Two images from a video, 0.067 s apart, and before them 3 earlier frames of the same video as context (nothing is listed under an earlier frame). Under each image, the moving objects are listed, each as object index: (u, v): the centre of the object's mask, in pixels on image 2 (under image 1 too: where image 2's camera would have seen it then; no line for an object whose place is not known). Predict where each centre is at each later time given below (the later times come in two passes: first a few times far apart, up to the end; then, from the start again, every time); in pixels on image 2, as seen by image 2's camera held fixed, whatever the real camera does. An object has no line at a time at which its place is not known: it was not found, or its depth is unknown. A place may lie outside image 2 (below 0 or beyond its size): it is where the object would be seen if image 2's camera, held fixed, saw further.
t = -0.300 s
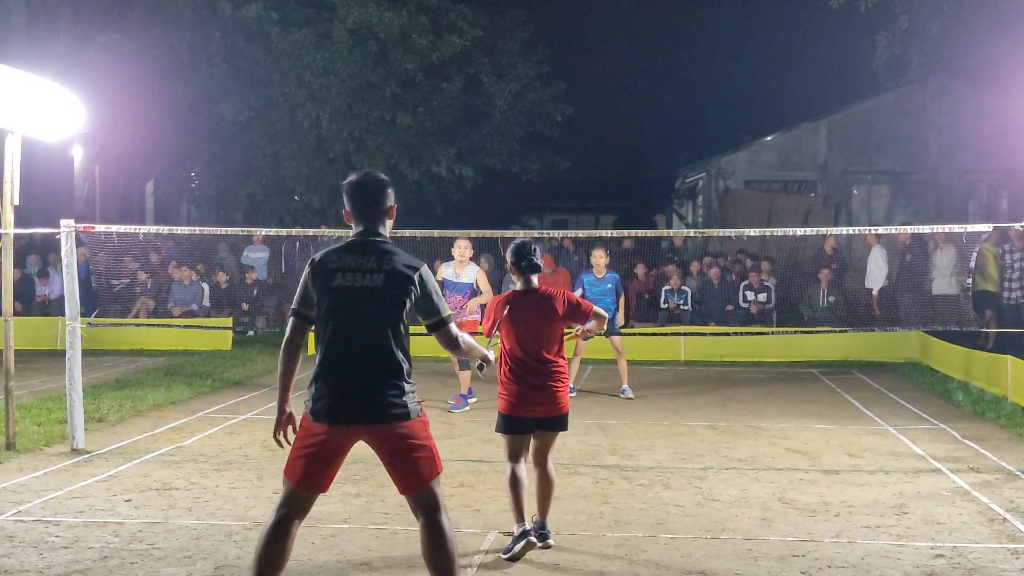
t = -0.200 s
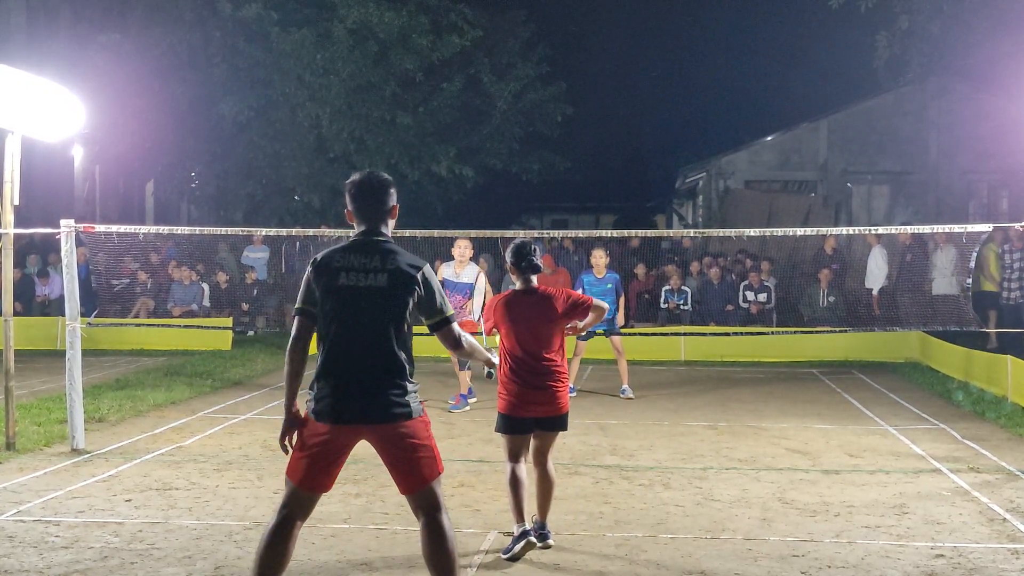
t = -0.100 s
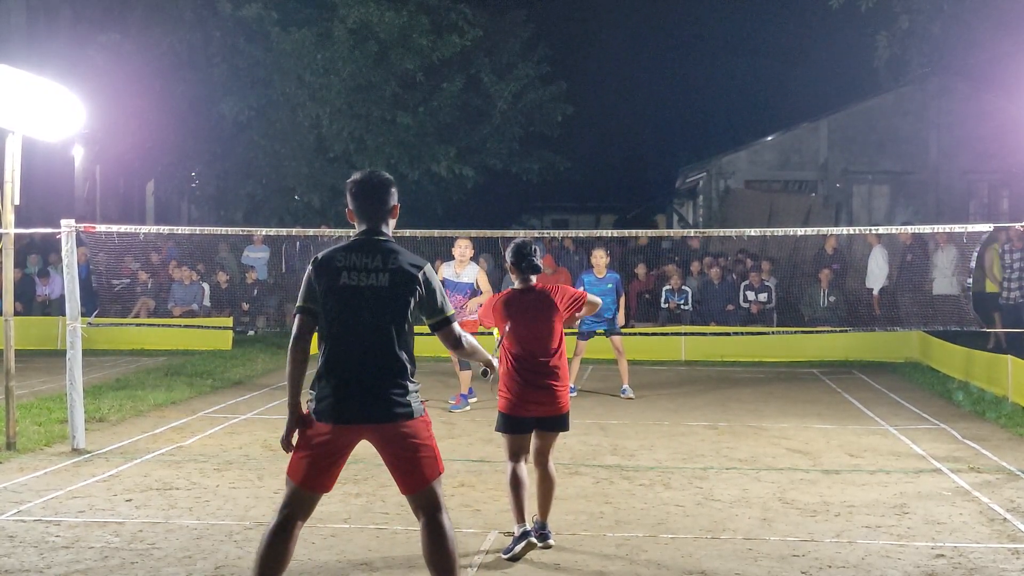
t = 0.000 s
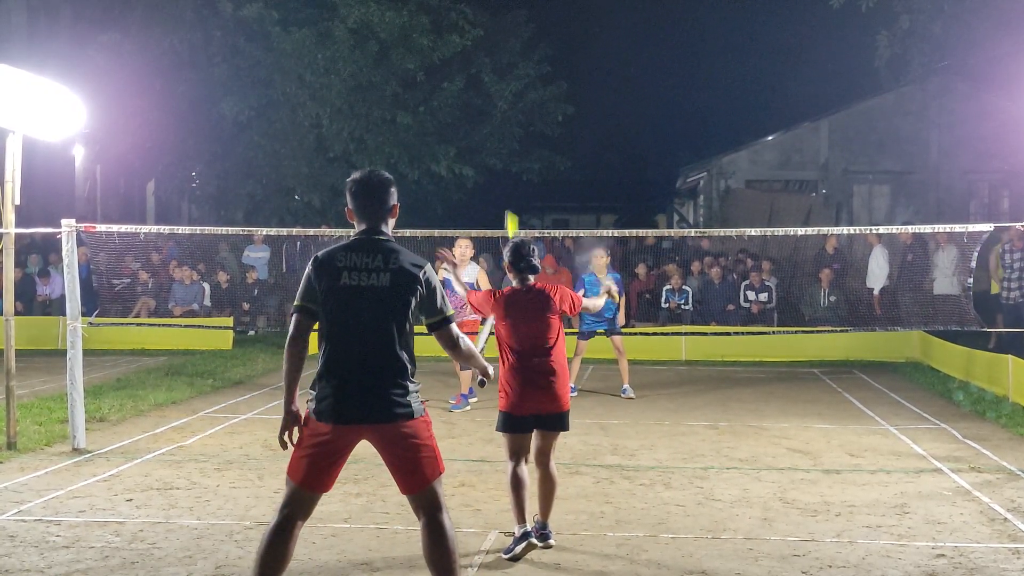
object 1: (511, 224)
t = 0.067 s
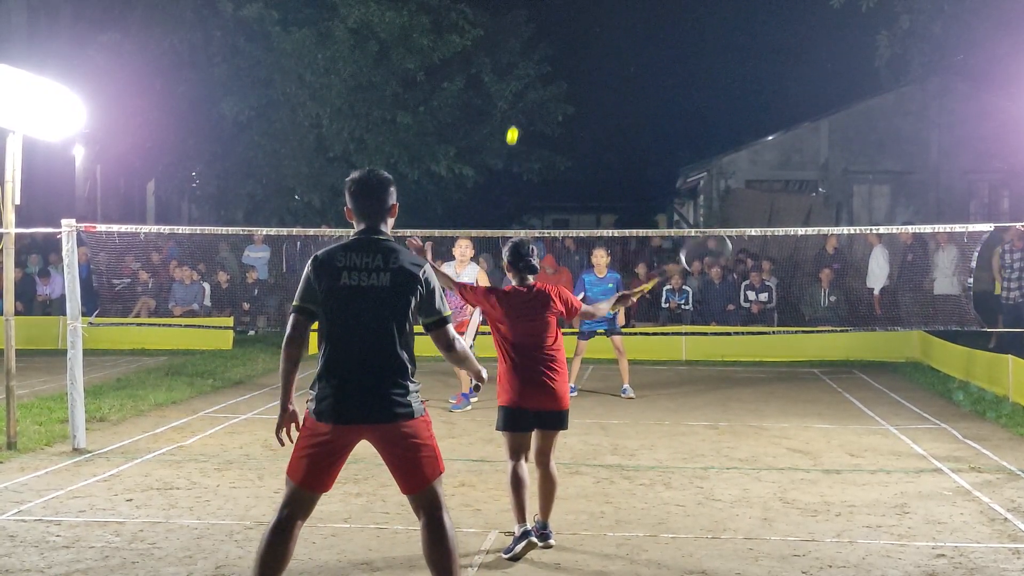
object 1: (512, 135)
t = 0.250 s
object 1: (519, 31)
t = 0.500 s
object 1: (524, 10)
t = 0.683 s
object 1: (527, 35)
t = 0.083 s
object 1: (514, 120)
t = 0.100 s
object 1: (515, 106)
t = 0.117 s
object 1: (516, 93)
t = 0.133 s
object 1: (516, 82)
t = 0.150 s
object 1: (516, 71)
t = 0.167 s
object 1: (516, 63)
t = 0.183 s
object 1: (517, 55)
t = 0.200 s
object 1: (517, 48)
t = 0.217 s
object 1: (518, 41)
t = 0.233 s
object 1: (518, 36)
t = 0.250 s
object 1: (519, 31)
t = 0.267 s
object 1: (519, 26)
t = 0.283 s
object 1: (520, 23)
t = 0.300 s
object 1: (520, 19)
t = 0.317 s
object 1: (521, 16)
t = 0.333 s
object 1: (521, 14)
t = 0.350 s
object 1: (522, 12)
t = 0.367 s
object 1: (522, 10)
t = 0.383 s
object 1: (522, 9)
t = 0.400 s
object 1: (522, 8)
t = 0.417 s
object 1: (522, 7)
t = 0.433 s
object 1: (523, 7)
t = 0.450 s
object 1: (523, 8)
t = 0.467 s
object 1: (523, 8)
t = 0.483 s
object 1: (524, 9)
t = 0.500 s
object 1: (524, 10)
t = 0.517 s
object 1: (524, 11)
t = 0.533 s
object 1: (525, 12)
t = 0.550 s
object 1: (525, 14)
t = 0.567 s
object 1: (525, 16)
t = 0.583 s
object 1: (526, 18)
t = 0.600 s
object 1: (526, 20)
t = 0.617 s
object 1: (526, 23)
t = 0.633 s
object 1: (527, 26)
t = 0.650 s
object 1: (526, 28)
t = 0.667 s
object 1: (527, 32)
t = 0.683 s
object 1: (527, 35)
